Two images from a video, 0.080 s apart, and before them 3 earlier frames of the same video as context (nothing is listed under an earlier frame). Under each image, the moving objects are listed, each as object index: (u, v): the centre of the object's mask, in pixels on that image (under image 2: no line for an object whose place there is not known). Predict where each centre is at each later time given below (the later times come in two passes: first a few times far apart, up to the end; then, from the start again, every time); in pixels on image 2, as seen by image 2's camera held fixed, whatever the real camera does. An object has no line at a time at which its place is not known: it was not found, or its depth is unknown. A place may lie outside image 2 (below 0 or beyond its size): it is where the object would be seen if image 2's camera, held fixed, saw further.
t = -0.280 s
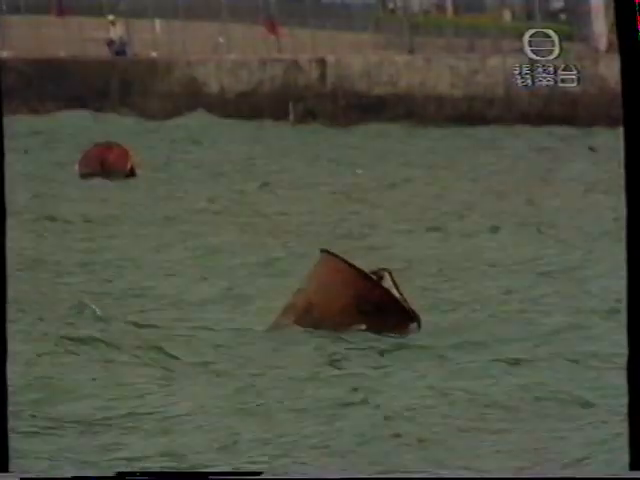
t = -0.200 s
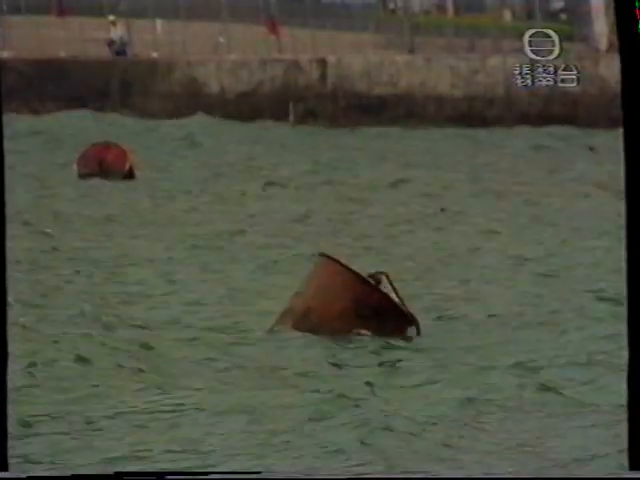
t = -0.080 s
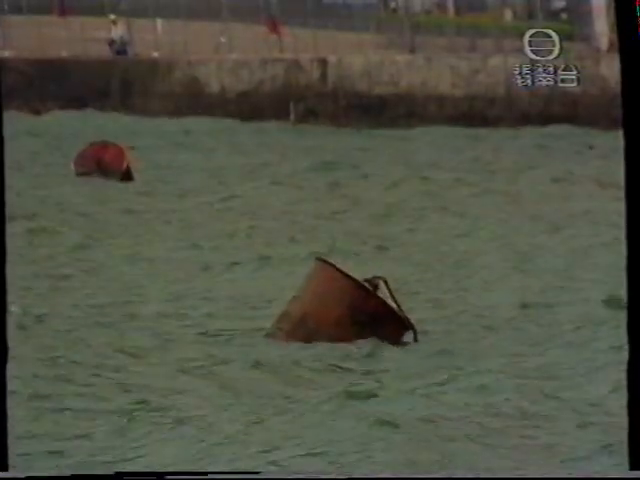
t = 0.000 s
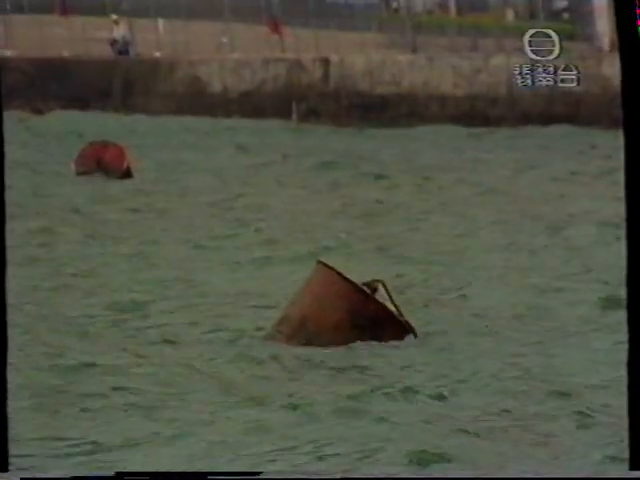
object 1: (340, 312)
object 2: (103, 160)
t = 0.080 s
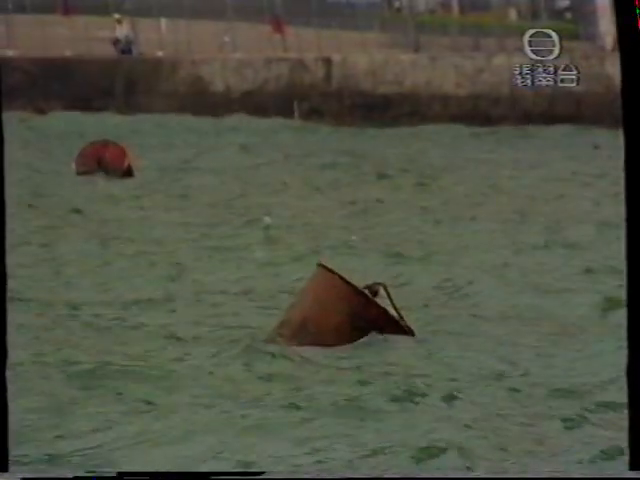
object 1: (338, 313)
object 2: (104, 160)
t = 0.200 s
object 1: (337, 311)
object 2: (101, 159)
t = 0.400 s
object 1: (332, 308)
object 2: (97, 155)
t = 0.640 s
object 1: (340, 305)
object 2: (97, 153)
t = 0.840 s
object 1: (349, 301)
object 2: (97, 152)
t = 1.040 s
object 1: (364, 296)
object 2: (101, 149)
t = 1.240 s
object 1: (365, 294)
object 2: (104, 149)
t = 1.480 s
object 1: (363, 295)
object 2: (108, 152)
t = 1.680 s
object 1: (363, 306)
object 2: (111, 156)
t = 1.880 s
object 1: (366, 316)
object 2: (108, 159)
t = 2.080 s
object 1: (360, 320)
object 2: (104, 161)
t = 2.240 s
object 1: (356, 321)
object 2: (101, 161)
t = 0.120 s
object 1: (337, 312)
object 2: (103, 159)
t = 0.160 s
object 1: (337, 311)
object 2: (102, 159)
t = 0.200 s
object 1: (337, 311)
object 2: (101, 159)
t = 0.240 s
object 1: (337, 310)
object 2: (100, 158)
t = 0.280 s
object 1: (337, 311)
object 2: (99, 158)
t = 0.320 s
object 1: (337, 311)
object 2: (99, 157)
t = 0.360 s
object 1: (337, 309)
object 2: (98, 156)
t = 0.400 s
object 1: (332, 308)
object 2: (97, 155)
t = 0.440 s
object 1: (332, 307)
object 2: (96, 154)
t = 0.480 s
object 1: (332, 306)
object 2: (97, 153)
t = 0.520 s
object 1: (334, 305)
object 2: (97, 153)
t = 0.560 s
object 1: (336, 305)
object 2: (96, 153)
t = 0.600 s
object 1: (338, 305)
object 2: (97, 153)
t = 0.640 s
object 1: (340, 305)
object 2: (97, 153)
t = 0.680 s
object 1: (341, 305)
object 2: (96, 152)
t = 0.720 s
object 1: (344, 304)
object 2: (97, 152)
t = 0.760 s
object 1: (345, 303)
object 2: (97, 152)
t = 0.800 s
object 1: (346, 302)
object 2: (97, 152)
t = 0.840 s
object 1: (349, 301)
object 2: (97, 152)
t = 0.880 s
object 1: (350, 301)
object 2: (98, 151)
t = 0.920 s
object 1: (354, 300)
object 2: (98, 151)
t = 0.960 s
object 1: (356, 299)
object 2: (99, 150)
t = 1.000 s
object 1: (357, 298)
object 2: (100, 150)
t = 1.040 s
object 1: (364, 296)
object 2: (101, 149)
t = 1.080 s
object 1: (366, 294)
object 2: (101, 149)
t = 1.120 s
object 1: (362, 296)
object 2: (102, 149)
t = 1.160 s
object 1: (366, 290)
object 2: (102, 148)
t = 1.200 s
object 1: (364, 294)
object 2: (103, 148)
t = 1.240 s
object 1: (365, 294)
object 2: (104, 149)
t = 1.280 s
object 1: (365, 289)
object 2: (106, 149)
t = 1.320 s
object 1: (365, 290)
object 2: (106, 149)
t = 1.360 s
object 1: (363, 290)
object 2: (106, 151)
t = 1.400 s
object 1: (364, 291)
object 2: (107, 151)
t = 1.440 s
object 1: (364, 293)
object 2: (108, 152)
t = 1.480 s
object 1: (363, 295)
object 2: (108, 152)
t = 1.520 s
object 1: (362, 298)
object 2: (109, 153)
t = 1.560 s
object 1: (362, 300)
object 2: (110, 154)
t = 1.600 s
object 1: (363, 302)
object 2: (110, 154)
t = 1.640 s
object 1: (363, 304)
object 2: (111, 155)
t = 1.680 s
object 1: (363, 306)
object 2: (111, 156)
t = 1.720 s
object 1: (364, 309)
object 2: (111, 157)
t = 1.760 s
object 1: (364, 311)
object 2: (111, 158)
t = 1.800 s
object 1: (364, 312)
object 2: (111, 159)
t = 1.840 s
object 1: (365, 314)
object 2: (109, 160)
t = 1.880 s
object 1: (366, 316)
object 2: (108, 159)
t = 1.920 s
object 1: (365, 317)
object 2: (108, 160)
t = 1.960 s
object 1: (364, 318)
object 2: (107, 160)
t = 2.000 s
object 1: (363, 319)
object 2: (106, 160)
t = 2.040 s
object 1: (361, 320)
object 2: (105, 160)
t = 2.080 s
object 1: (360, 320)
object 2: (104, 161)
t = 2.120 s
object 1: (360, 320)
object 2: (104, 161)
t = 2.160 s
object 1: (359, 321)
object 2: (103, 161)
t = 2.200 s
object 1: (358, 321)
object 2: (102, 161)
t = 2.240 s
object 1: (356, 321)
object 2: (101, 161)
